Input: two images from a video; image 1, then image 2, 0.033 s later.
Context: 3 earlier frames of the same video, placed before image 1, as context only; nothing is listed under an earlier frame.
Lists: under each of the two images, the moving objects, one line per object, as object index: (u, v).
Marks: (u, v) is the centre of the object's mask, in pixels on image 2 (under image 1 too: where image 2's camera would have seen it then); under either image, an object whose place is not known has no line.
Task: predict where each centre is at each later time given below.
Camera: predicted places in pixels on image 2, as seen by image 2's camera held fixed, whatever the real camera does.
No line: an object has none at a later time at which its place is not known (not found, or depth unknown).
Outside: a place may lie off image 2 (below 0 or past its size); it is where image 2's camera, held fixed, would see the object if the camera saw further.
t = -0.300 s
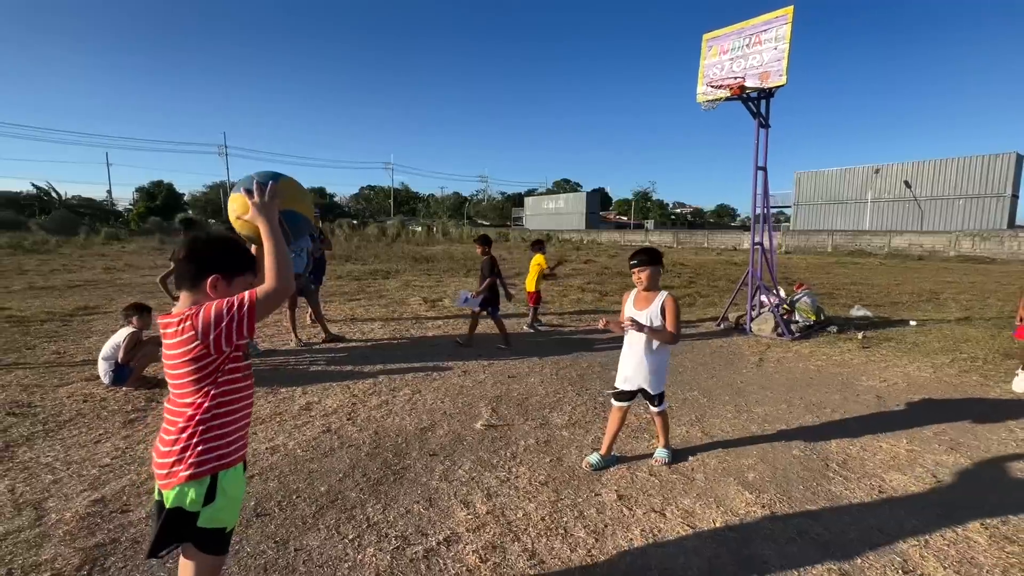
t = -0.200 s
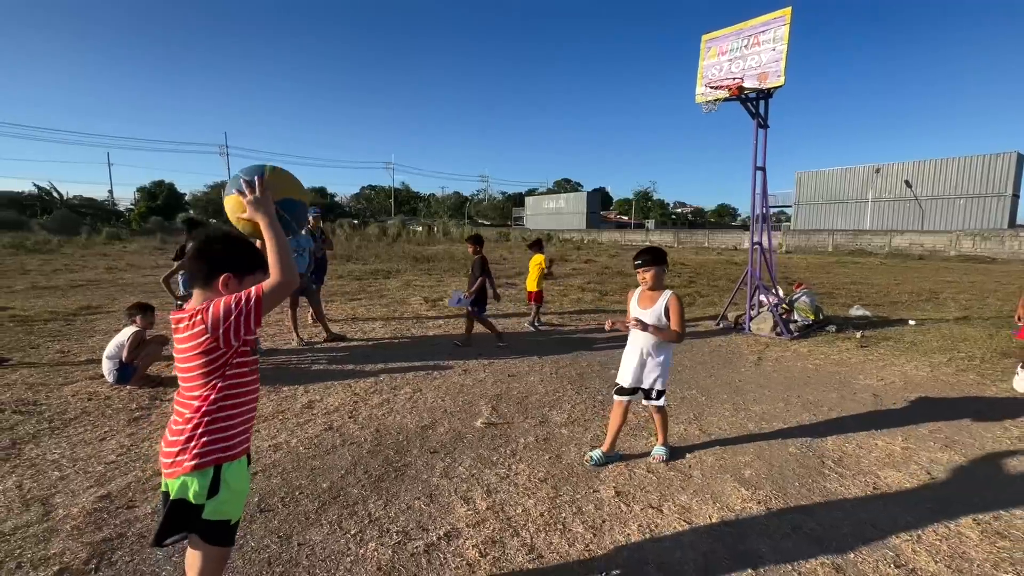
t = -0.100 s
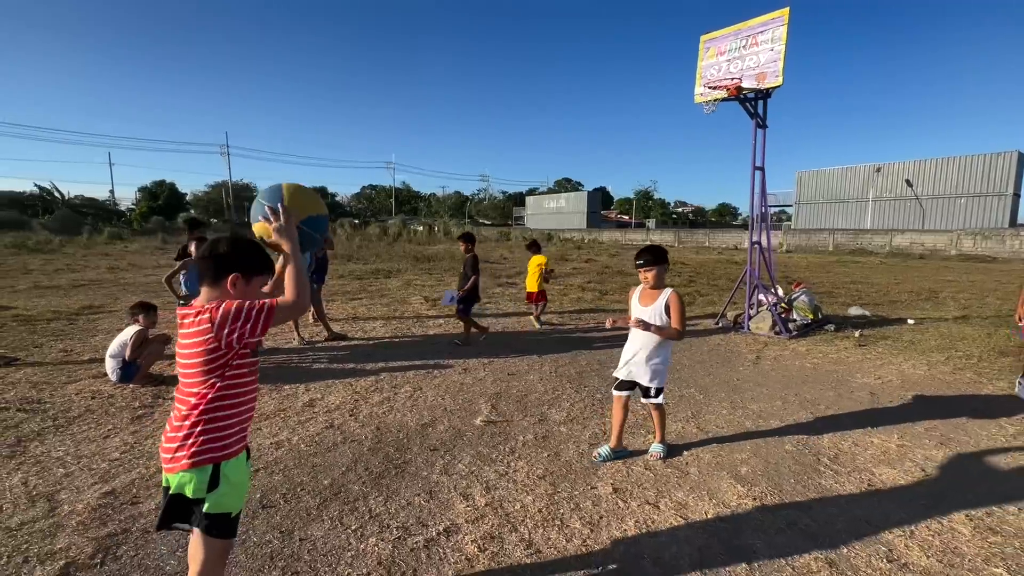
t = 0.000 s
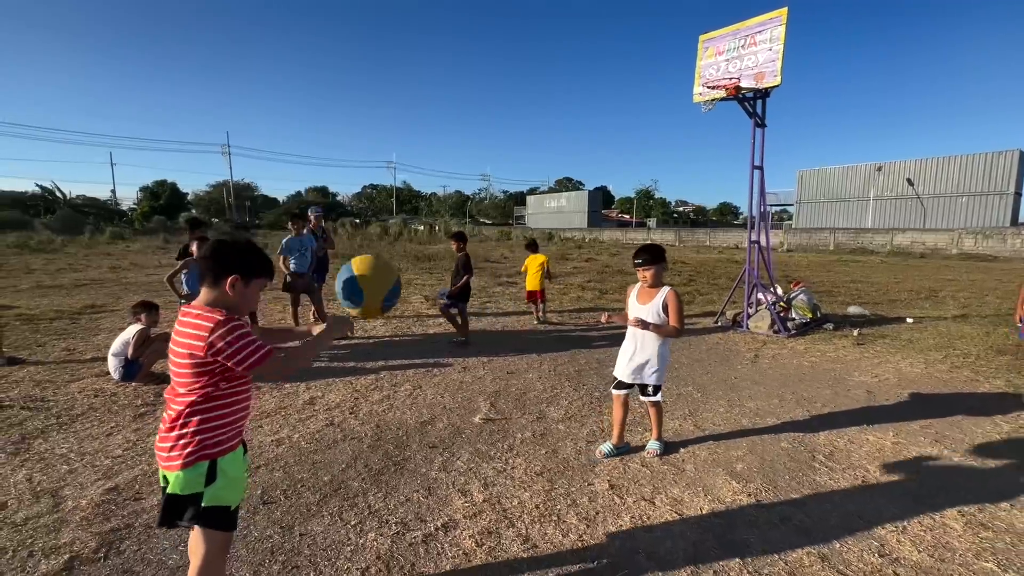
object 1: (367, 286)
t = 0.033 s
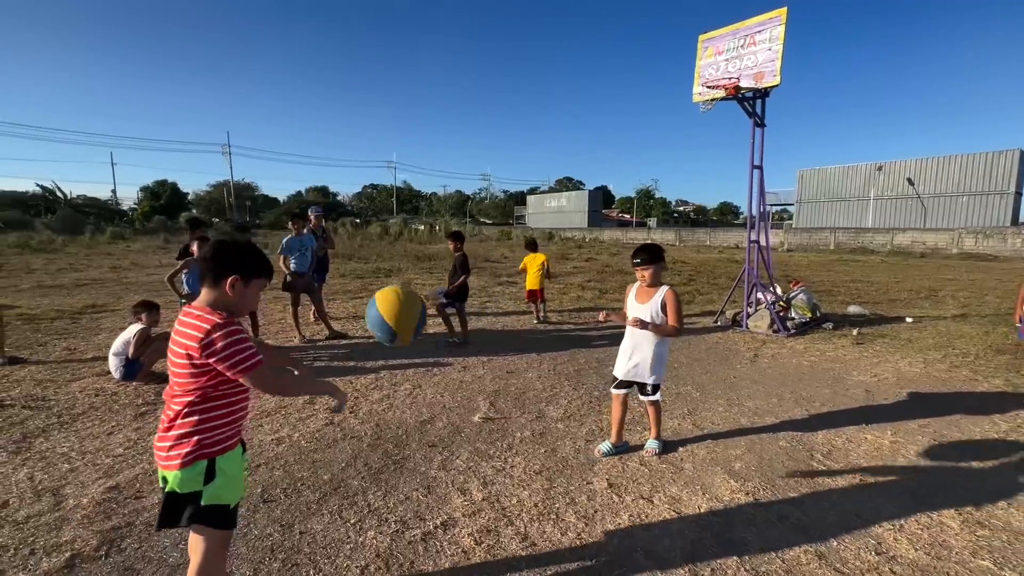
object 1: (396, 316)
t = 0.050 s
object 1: (411, 330)
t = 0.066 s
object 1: (425, 346)
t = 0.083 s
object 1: (438, 362)
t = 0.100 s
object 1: (452, 378)
